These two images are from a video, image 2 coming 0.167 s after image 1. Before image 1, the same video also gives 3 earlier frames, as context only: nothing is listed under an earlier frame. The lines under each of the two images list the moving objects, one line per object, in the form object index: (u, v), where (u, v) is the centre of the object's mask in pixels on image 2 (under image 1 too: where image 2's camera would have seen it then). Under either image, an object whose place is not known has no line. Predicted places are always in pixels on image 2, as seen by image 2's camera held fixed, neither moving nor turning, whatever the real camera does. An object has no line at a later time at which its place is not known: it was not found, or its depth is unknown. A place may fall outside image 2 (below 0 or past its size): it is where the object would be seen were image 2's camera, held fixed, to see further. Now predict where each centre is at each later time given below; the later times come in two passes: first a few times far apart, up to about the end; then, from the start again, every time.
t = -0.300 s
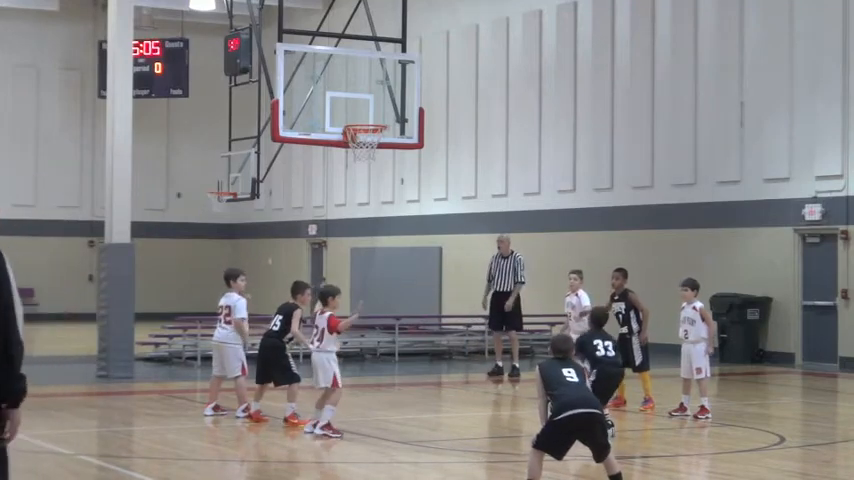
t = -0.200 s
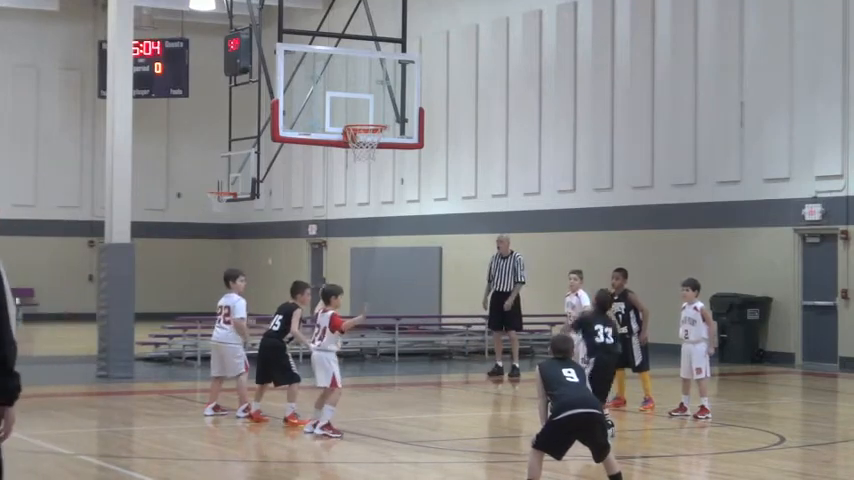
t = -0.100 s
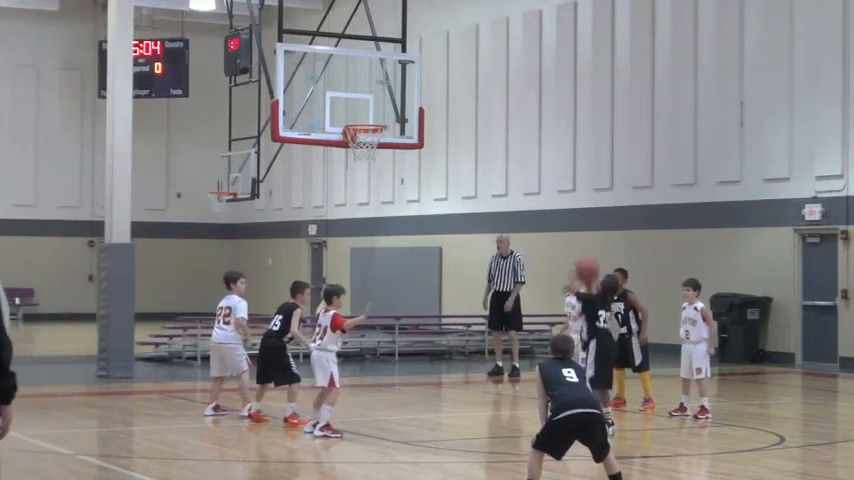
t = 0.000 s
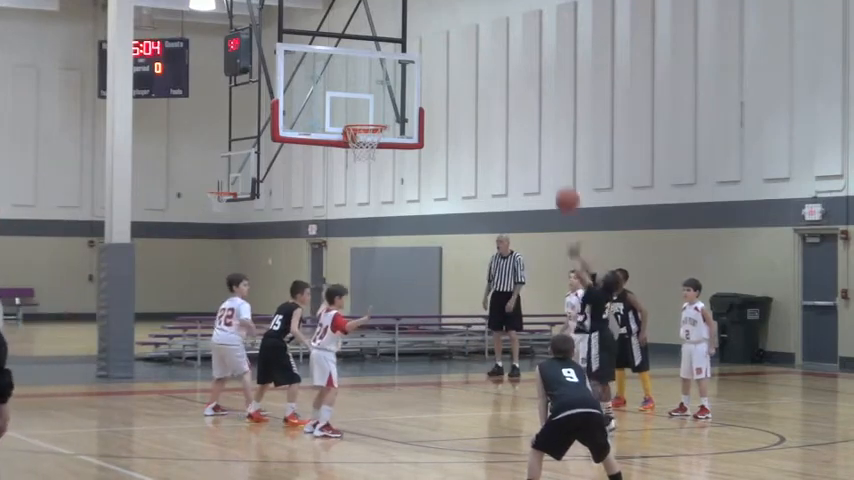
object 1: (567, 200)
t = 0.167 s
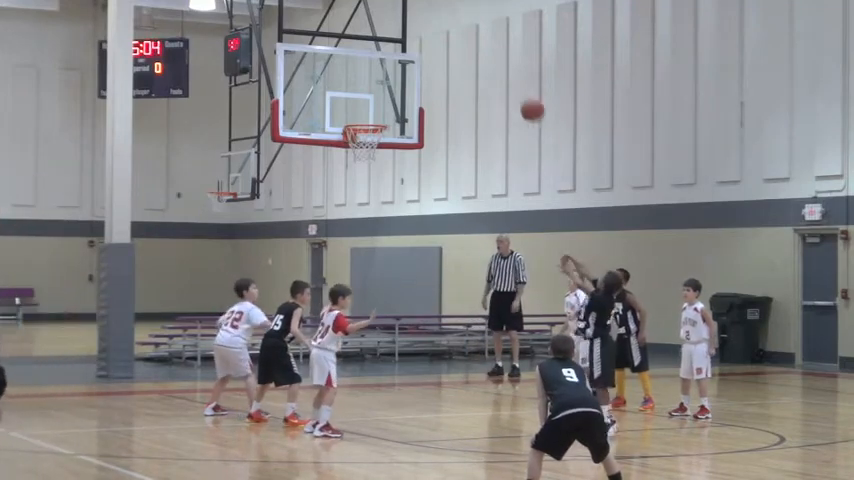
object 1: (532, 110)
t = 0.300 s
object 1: (506, 61)
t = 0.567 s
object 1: (457, 18)
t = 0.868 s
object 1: (408, 48)
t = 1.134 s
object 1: (362, 131)
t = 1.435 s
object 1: (357, 142)
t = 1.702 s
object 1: (373, 179)
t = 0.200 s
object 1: (526, 96)
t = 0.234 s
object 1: (518, 83)
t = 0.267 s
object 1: (512, 71)
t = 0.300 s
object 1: (506, 61)
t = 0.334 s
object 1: (499, 51)
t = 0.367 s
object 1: (493, 43)
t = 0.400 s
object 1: (487, 36)
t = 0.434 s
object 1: (481, 30)
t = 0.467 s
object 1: (475, 25)
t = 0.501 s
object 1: (469, 22)
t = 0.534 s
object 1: (463, 19)
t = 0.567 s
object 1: (457, 18)
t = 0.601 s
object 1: (451, 17)
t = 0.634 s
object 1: (446, 18)
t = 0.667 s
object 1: (440, 19)
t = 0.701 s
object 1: (435, 22)
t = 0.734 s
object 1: (429, 25)
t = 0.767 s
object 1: (424, 30)
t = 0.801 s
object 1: (418, 35)
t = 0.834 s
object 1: (413, 41)
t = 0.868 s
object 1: (408, 48)
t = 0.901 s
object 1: (402, 57)
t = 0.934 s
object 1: (397, 67)
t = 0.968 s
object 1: (391, 76)
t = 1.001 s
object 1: (386, 88)
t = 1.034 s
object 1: (381, 98)
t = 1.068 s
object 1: (376, 111)
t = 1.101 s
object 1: (371, 122)
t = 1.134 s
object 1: (362, 131)
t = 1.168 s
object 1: (358, 137)
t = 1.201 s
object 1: (349, 139)
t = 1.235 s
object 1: (348, 140)
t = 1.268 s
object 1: (349, 138)
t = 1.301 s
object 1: (347, 137)
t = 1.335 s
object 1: (351, 136)
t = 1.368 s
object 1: (353, 135)
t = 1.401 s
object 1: (353, 138)
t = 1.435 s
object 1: (357, 142)
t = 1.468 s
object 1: (356, 141)
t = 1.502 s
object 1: (362, 146)
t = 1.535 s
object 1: (364, 150)
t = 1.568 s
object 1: (366, 153)
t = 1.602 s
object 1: (368, 160)
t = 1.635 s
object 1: (370, 165)
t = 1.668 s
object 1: (371, 171)
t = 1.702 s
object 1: (373, 179)
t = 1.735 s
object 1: (374, 187)
